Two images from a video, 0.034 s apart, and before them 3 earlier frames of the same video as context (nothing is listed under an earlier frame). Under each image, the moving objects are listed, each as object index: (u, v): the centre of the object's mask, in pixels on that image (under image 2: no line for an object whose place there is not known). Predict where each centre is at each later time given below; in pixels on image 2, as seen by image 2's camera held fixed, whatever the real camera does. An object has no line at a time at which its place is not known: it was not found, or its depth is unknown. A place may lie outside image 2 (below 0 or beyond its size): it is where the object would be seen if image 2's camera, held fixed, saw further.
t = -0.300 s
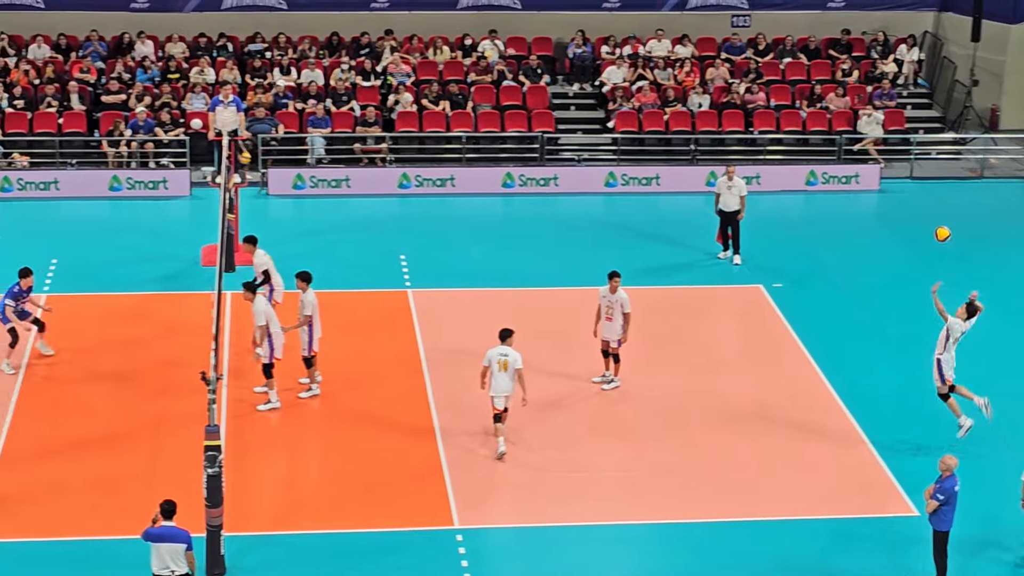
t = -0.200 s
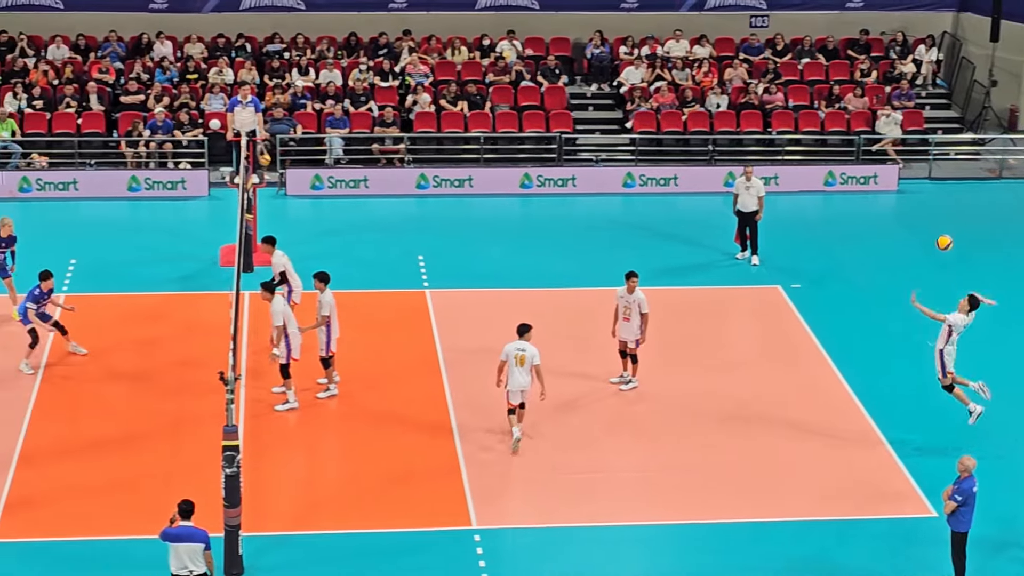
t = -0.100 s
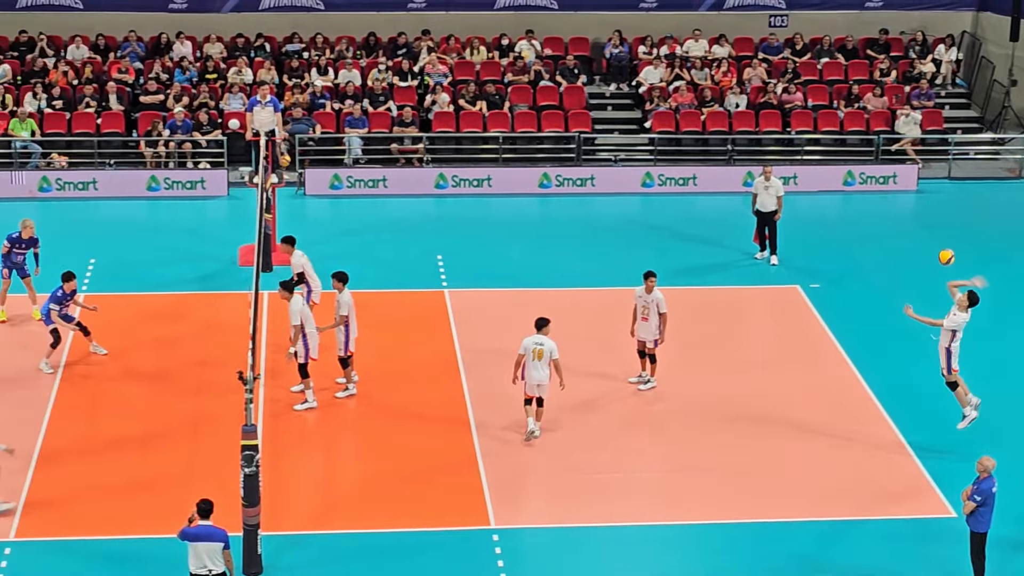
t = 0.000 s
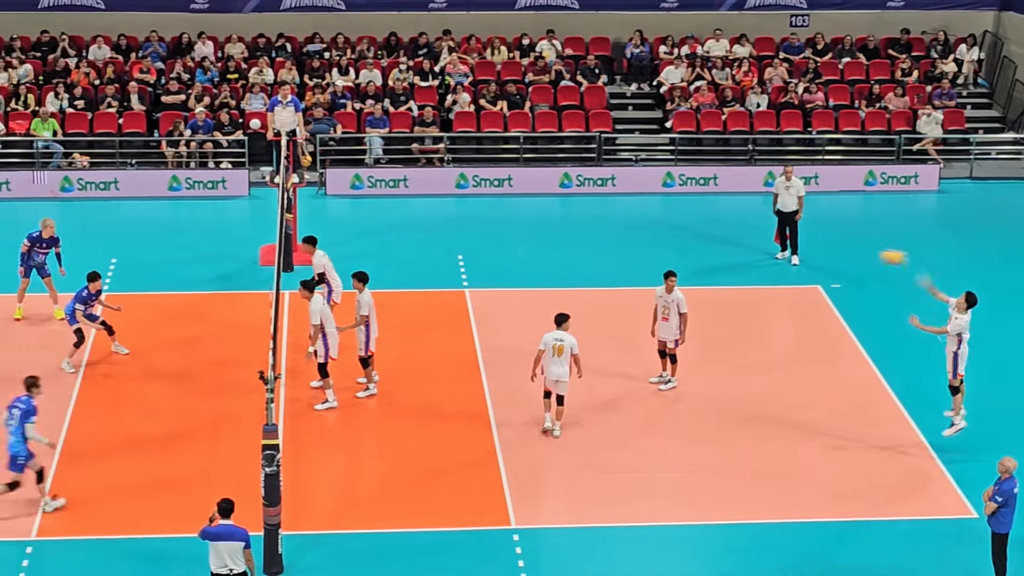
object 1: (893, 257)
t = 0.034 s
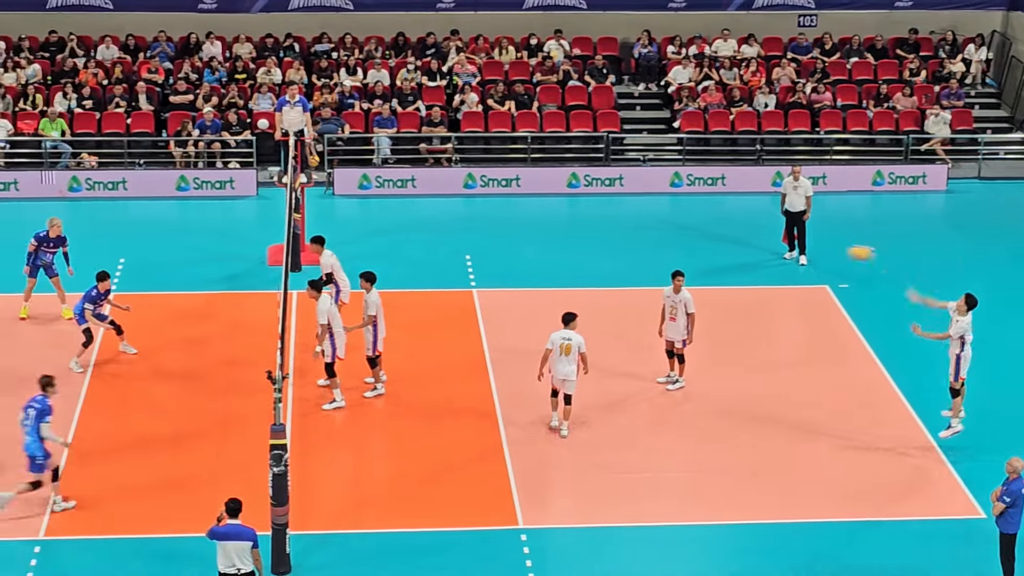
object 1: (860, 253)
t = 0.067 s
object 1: (822, 249)
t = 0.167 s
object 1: (700, 243)
